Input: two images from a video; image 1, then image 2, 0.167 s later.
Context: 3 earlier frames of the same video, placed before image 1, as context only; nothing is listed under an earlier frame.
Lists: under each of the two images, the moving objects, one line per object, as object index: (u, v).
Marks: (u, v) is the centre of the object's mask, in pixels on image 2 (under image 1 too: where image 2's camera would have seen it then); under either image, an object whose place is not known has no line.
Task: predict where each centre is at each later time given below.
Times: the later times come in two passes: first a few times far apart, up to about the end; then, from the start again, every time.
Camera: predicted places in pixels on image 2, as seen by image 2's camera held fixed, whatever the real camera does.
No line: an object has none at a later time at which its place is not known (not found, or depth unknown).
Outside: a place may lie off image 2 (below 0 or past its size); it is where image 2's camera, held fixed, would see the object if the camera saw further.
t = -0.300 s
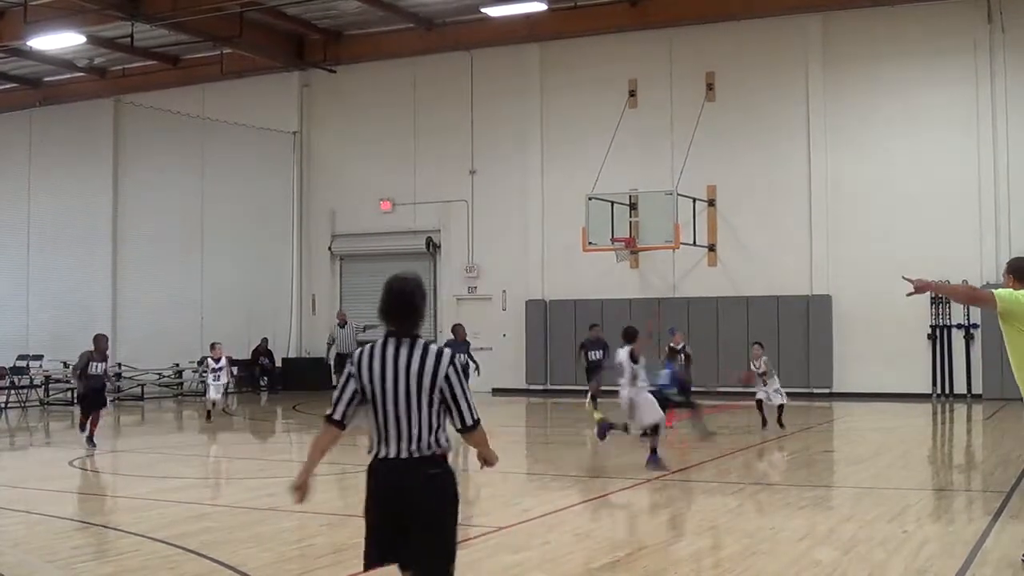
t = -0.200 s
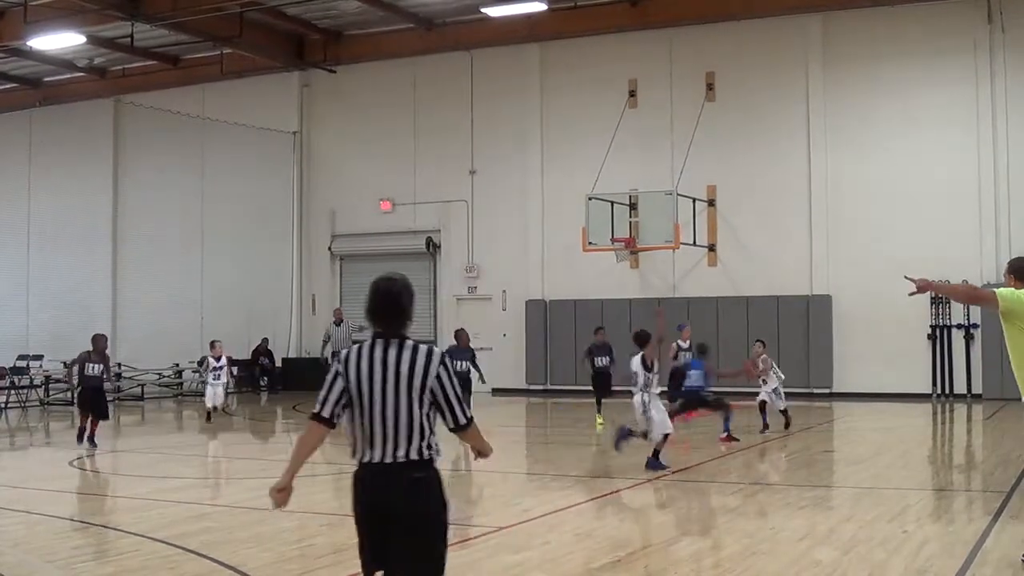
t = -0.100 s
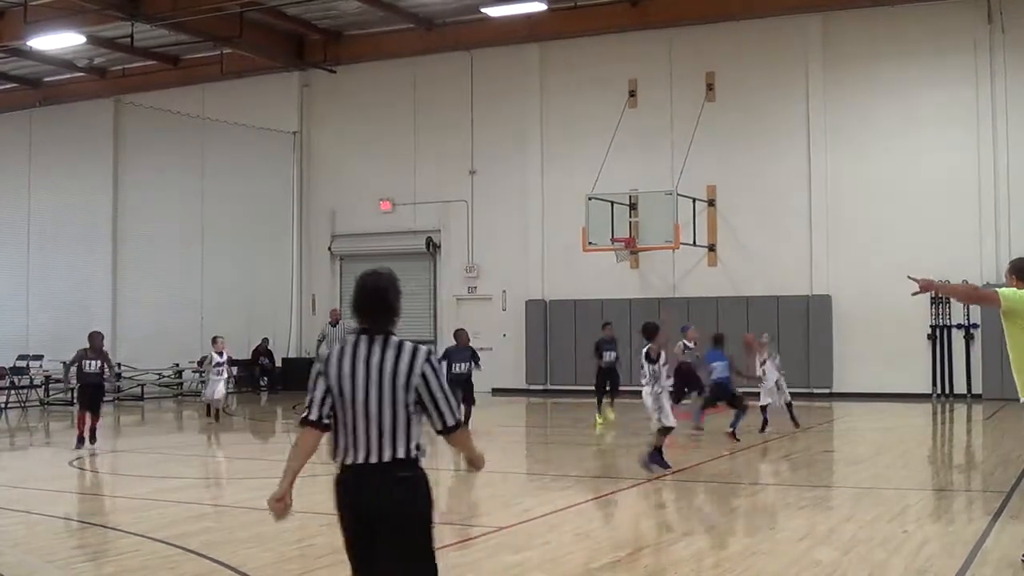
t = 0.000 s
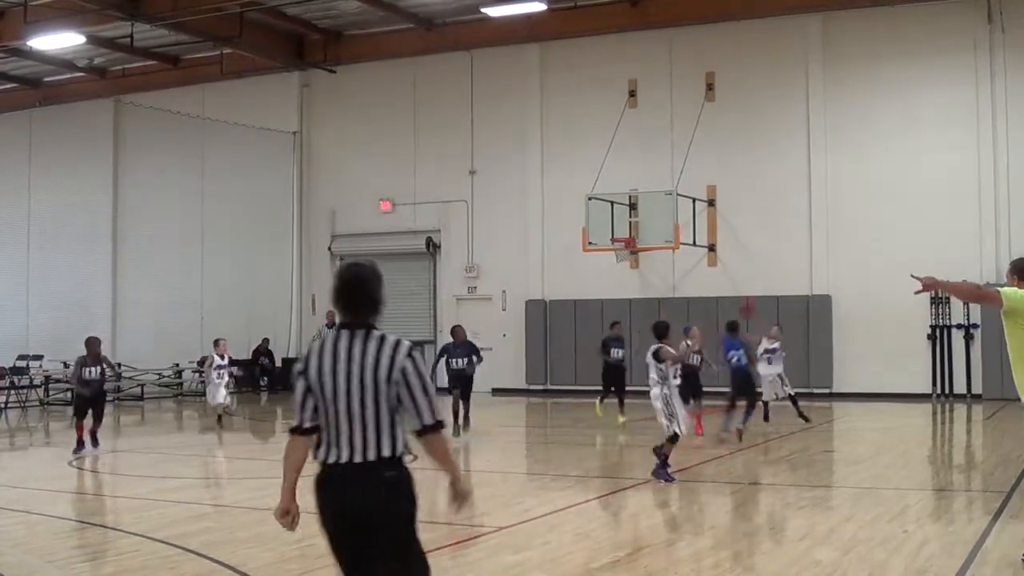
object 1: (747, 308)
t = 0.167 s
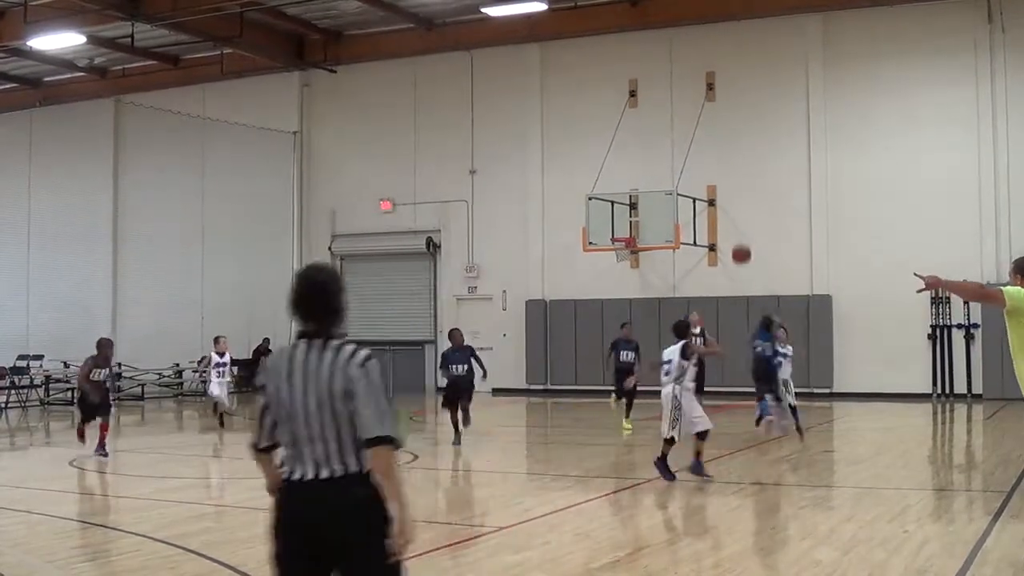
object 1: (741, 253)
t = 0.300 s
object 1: (739, 225)
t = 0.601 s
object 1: (735, 212)
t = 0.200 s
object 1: (740, 245)
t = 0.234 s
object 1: (740, 238)
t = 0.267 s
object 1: (740, 231)
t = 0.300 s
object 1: (739, 225)
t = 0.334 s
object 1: (739, 220)
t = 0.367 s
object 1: (739, 215)
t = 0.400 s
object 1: (738, 212)
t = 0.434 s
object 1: (738, 209)
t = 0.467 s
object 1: (737, 208)
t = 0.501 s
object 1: (737, 207)
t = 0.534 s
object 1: (736, 208)
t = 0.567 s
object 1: (736, 210)
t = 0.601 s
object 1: (735, 212)
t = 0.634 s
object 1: (735, 216)
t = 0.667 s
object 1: (734, 221)
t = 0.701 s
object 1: (733, 228)
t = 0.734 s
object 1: (732, 236)
